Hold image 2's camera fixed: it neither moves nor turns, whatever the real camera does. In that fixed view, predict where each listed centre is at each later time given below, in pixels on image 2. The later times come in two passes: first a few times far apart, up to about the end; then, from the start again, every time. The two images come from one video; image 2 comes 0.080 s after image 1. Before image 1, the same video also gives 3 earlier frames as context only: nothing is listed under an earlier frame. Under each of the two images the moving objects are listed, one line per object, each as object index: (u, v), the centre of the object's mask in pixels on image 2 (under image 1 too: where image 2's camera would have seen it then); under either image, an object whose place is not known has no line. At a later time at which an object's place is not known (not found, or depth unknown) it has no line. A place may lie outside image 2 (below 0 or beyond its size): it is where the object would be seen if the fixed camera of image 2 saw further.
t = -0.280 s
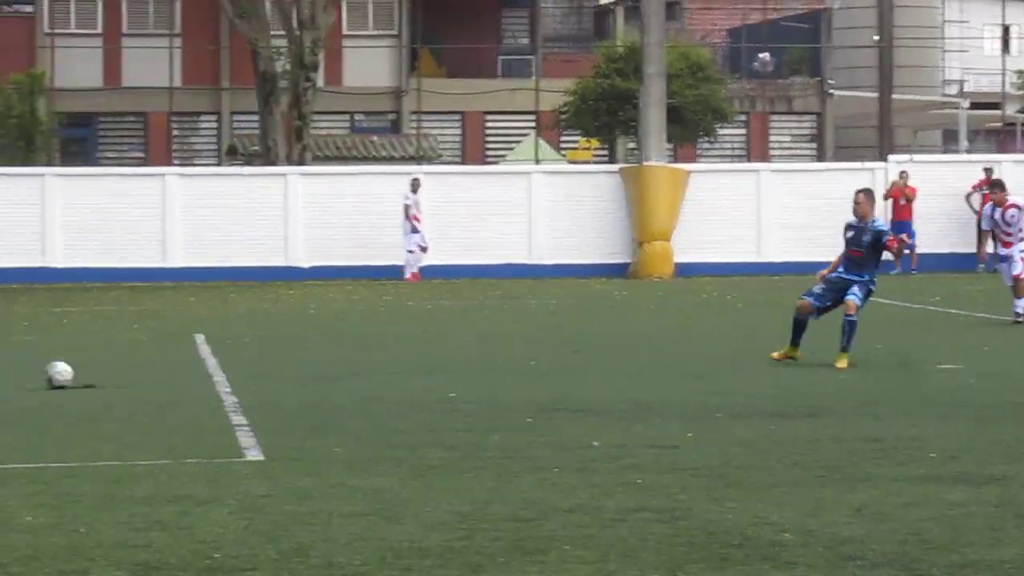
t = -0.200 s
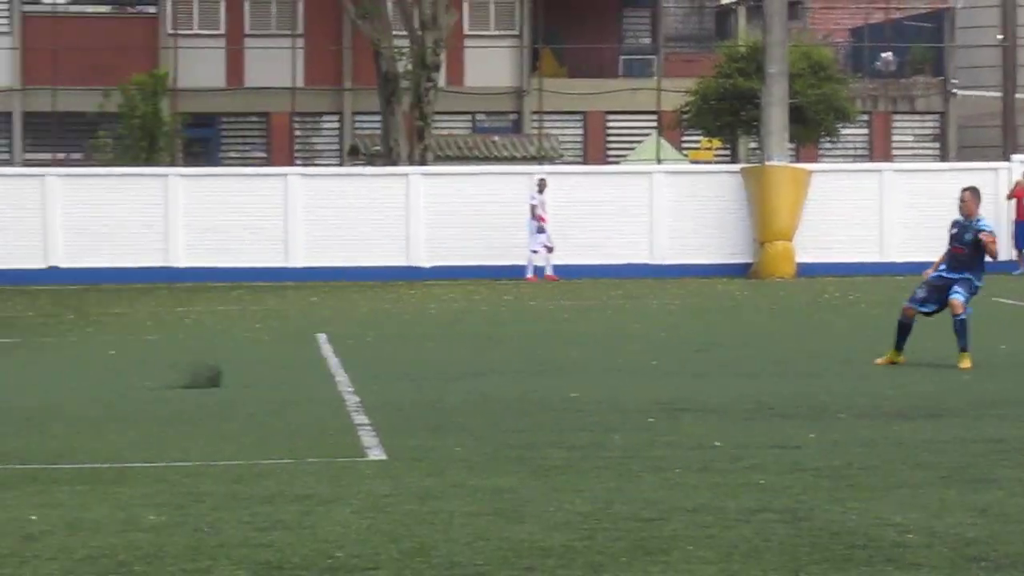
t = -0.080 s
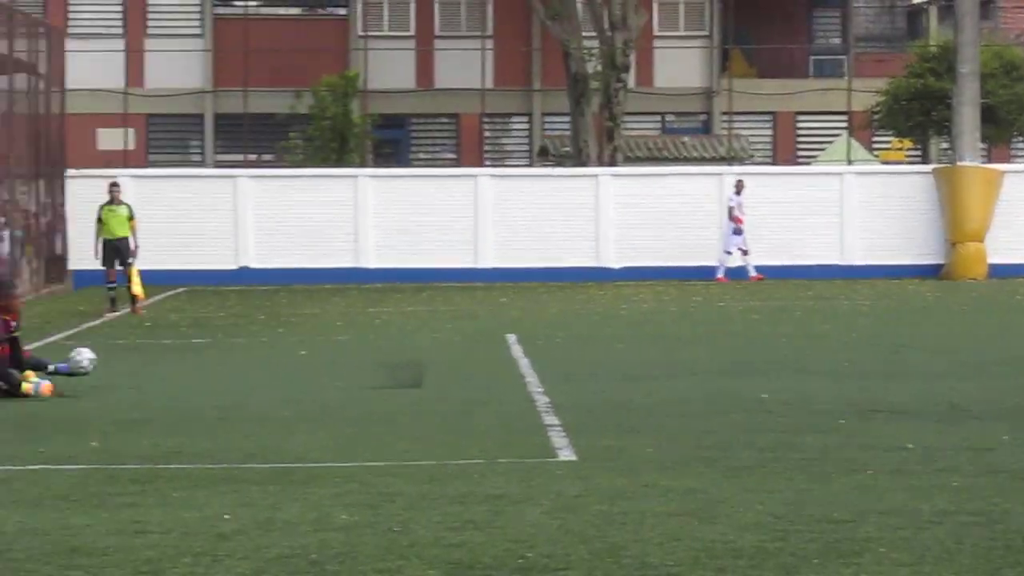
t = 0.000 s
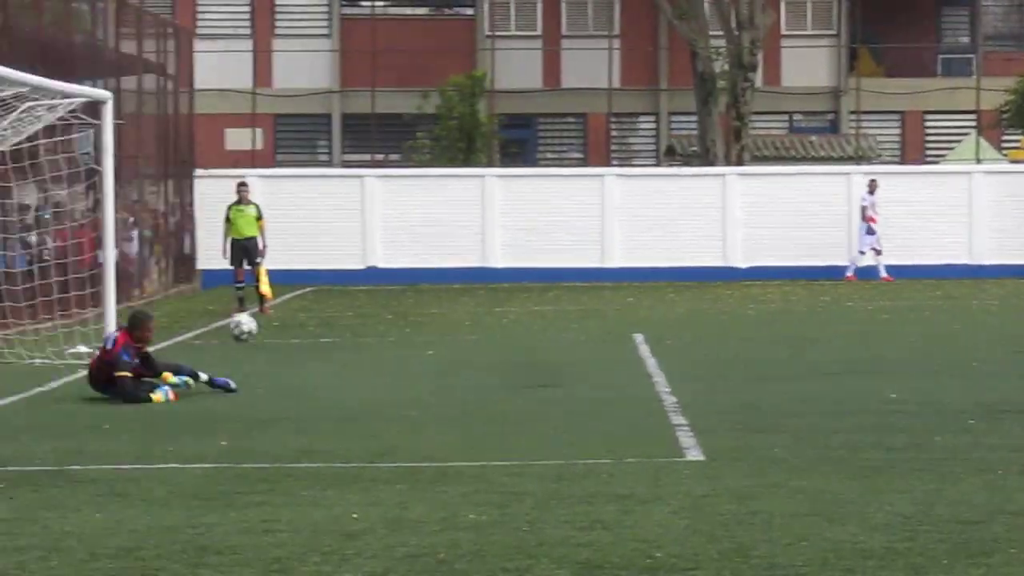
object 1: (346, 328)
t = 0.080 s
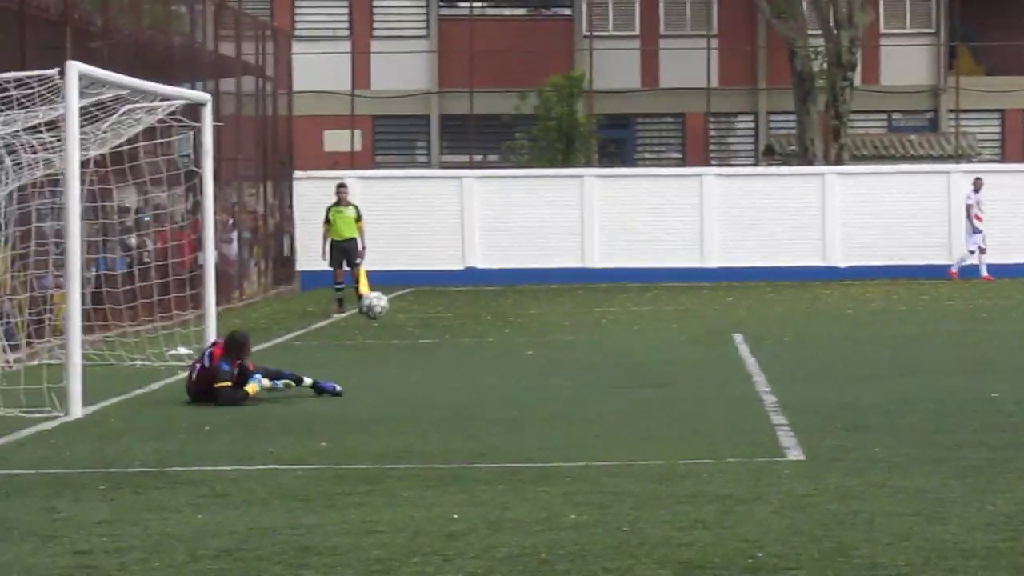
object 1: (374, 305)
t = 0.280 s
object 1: (455, 279)
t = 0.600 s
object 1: (579, 342)
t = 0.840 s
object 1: (675, 331)
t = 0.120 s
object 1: (390, 296)
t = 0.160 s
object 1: (406, 288)
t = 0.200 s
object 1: (422, 283)
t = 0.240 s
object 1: (438, 280)
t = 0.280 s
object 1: (455, 279)
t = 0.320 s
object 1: (471, 280)
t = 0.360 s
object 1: (486, 283)
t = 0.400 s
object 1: (502, 288)
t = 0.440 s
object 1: (518, 295)
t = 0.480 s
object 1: (533, 304)
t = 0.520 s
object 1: (548, 315)
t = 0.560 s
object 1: (564, 327)
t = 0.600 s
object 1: (579, 342)
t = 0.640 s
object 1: (595, 358)
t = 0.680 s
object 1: (610, 374)
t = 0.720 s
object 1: (627, 360)
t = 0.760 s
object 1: (643, 349)
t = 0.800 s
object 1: (659, 339)
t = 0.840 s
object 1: (675, 331)
